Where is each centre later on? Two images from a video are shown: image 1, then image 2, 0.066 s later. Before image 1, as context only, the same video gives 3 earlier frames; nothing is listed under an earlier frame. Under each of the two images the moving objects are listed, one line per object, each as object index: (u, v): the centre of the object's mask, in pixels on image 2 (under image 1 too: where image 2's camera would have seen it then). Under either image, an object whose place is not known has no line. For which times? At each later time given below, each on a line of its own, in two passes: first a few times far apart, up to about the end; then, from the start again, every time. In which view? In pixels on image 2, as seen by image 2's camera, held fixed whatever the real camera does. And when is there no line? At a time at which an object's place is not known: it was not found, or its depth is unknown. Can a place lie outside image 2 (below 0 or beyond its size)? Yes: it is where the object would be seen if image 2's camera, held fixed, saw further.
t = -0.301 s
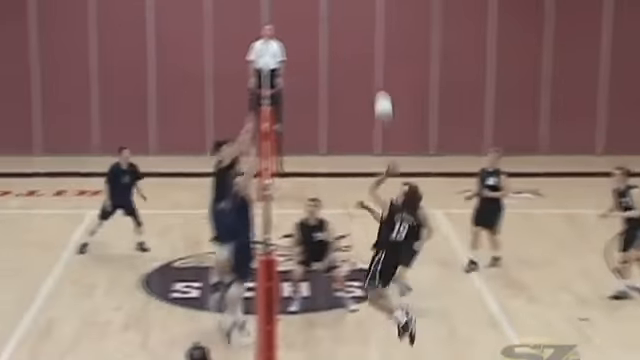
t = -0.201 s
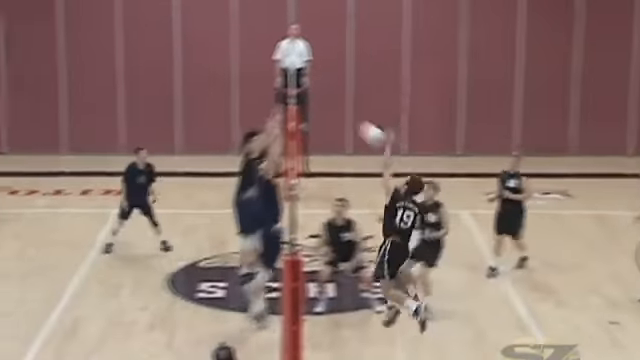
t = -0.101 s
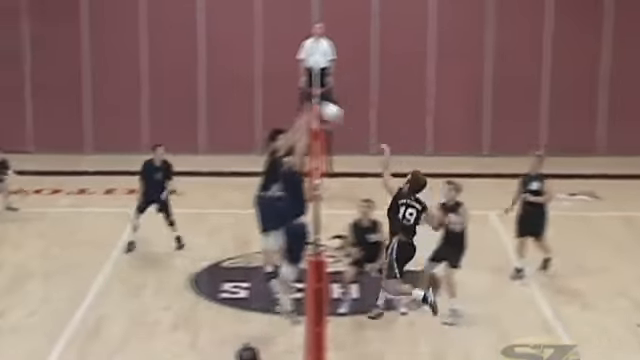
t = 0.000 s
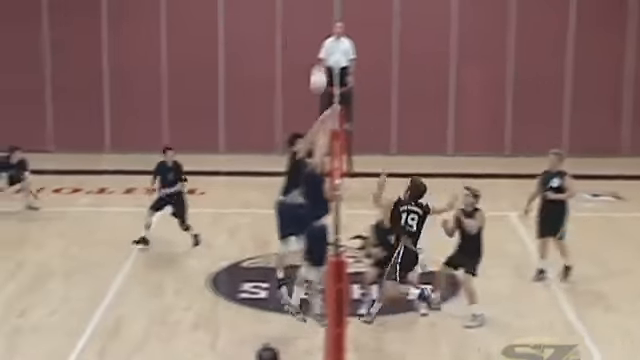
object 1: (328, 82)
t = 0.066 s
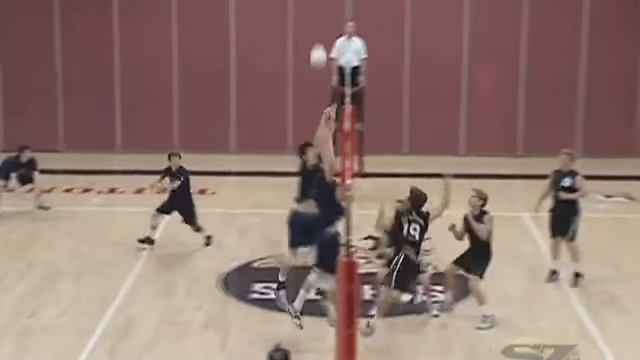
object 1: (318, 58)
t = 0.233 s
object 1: (291, 19)
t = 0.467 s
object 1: (256, 10)
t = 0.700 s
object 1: (226, 41)
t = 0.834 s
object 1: (210, 75)
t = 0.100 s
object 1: (312, 48)
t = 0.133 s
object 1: (307, 39)
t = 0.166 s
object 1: (302, 31)
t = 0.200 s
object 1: (297, 25)
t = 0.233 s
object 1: (291, 19)
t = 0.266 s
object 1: (286, 15)
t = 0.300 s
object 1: (281, 11)
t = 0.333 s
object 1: (276, 10)
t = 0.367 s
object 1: (271, 9)
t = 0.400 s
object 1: (266, 9)
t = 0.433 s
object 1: (261, 9)
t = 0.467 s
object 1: (256, 10)
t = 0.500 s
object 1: (252, 12)
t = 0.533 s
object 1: (247, 15)
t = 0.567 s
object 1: (243, 19)
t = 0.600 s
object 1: (238, 24)
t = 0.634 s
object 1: (234, 28)
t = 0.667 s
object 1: (230, 34)
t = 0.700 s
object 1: (226, 41)
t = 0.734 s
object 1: (222, 49)
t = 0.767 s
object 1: (218, 57)
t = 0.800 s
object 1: (214, 66)
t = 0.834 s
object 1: (210, 75)
